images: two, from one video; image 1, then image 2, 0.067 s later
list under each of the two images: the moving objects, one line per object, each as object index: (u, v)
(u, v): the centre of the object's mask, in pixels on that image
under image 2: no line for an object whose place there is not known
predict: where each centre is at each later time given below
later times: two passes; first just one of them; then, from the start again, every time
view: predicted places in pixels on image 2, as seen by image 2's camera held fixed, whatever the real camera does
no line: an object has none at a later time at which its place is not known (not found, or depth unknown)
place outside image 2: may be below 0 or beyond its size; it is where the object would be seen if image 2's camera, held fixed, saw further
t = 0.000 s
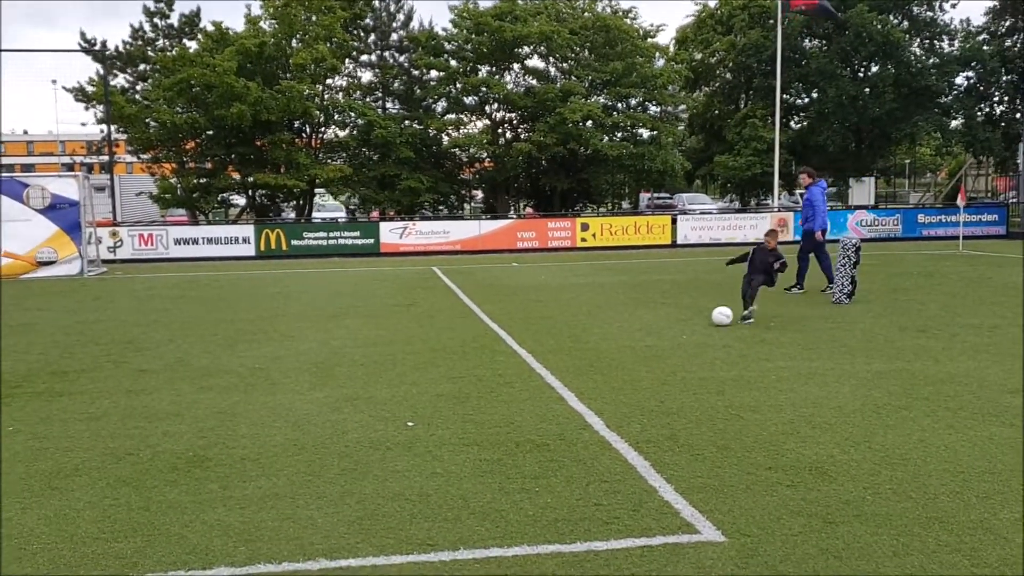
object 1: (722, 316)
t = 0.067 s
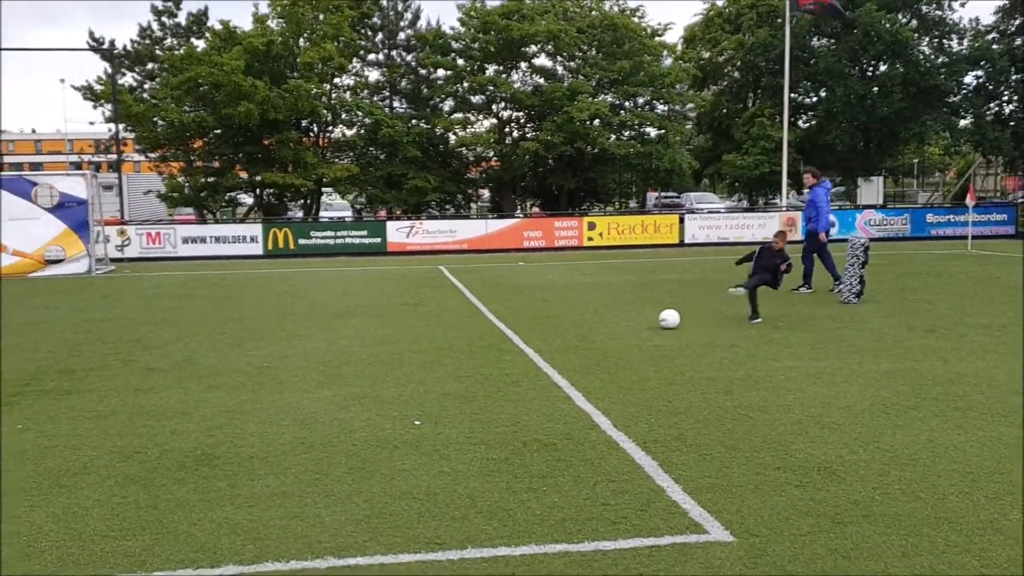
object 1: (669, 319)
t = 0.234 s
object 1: (528, 326)
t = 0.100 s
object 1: (640, 320)
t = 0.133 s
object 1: (612, 321)
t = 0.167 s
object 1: (584, 323)
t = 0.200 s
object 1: (556, 324)
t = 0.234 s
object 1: (528, 326)
